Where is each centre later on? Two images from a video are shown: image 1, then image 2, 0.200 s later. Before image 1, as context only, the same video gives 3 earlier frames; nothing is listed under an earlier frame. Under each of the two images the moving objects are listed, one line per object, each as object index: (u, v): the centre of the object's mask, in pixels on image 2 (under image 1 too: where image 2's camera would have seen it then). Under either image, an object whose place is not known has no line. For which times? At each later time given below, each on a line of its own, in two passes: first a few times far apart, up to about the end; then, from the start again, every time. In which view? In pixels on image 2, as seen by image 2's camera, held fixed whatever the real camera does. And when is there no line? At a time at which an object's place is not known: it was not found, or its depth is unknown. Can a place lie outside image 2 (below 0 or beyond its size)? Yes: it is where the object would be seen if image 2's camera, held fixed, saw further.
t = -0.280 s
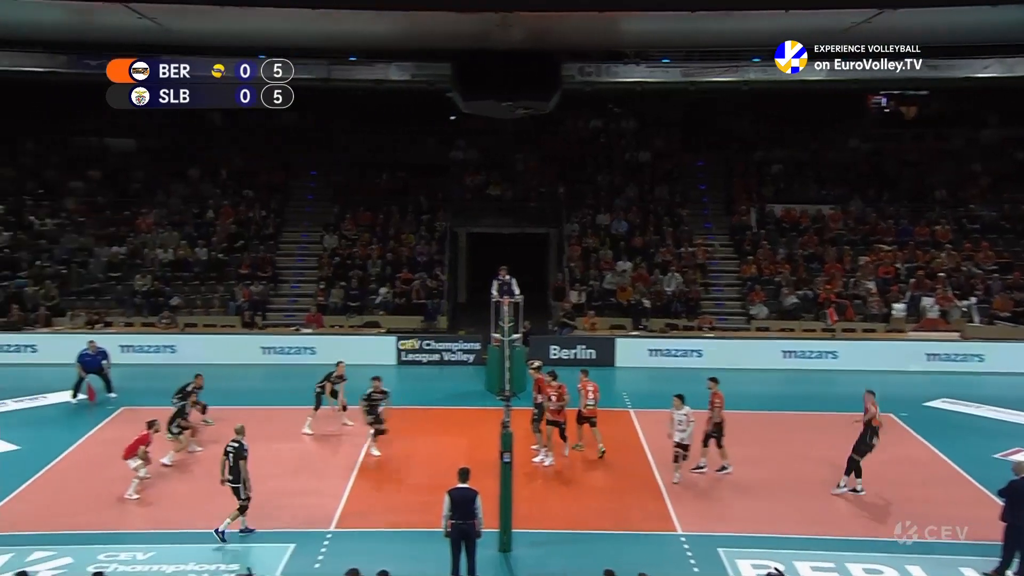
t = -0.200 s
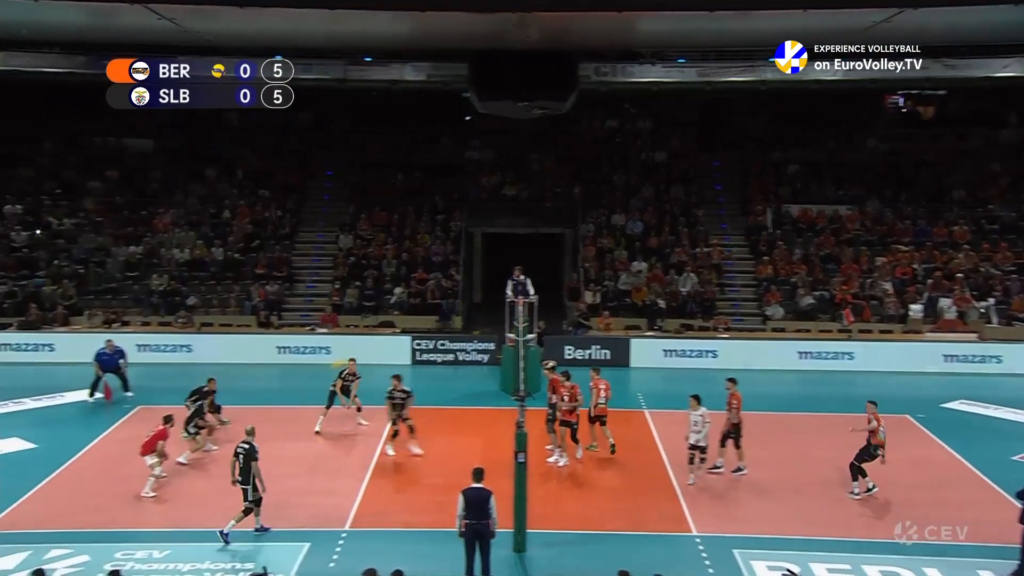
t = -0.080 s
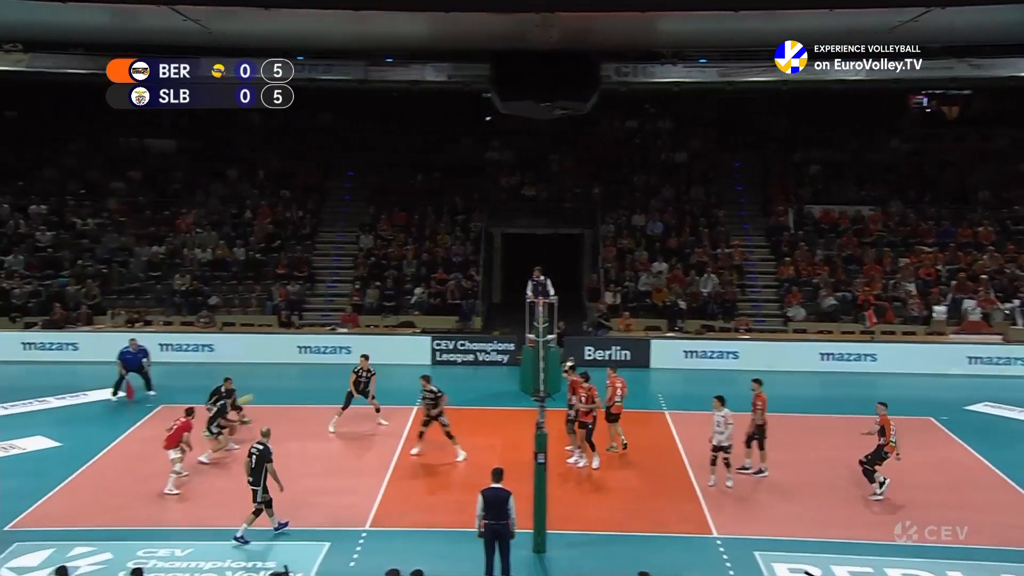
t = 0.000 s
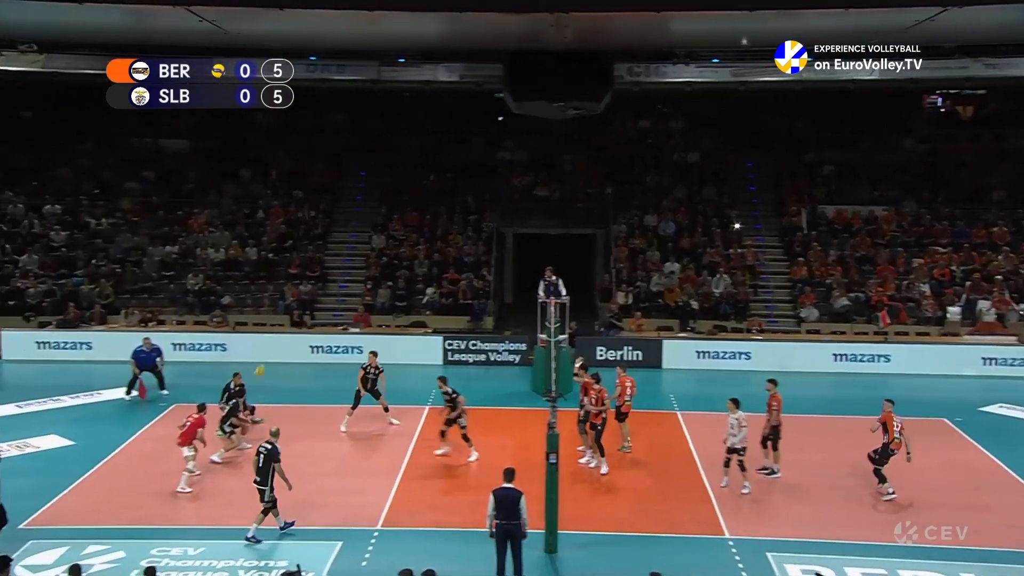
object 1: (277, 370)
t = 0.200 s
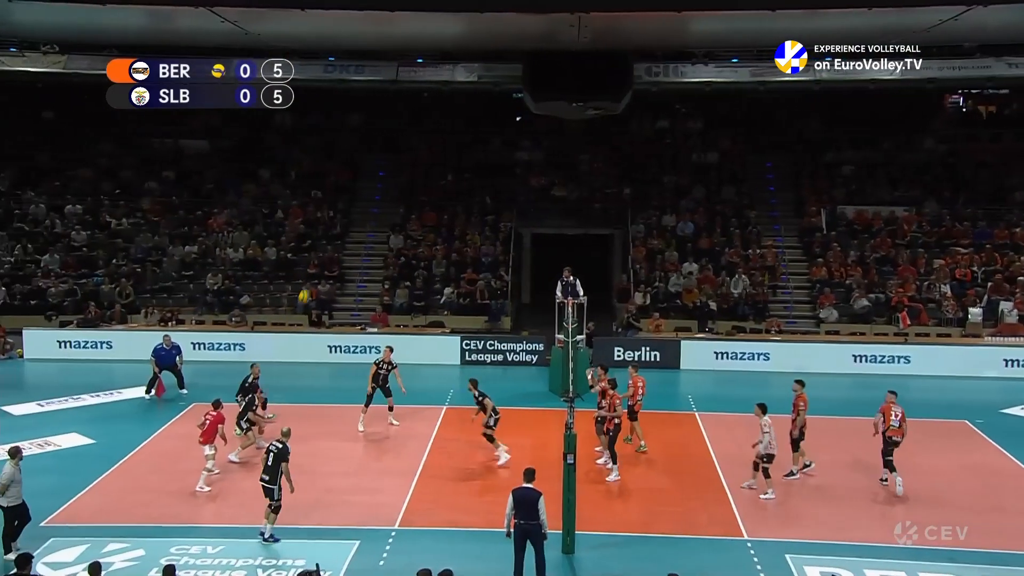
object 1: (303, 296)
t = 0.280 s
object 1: (313, 271)
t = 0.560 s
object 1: (345, 204)
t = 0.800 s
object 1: (370, 174)
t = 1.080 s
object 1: (398, 172)
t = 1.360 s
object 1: (426, 208)
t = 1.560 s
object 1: (447, 255)
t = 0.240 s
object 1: (309, 283)
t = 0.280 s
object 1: (313, 271)
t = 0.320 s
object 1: (318, 259)
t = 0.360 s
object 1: (323, 249)
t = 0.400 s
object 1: (327, 238)
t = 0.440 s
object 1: (332, 228)
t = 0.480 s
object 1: (336, 219)
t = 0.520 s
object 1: (341, 211)
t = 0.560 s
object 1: (345, 204)
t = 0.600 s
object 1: (349, 197)
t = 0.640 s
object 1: (354, 191)
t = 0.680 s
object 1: (358, 185)
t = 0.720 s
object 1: (362, 181)
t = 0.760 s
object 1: (366, 177)
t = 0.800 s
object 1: (370, 174)
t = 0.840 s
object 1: (374, 171)
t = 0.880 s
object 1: (378, 170)
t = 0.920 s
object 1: (382, 169)
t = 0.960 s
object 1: (386, 168)
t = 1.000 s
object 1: (390, 169)
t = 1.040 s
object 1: (394, 170)
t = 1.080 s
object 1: (398, 172)
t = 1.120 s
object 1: (402, 175)
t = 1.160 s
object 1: (406, 179)
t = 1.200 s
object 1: (410, 183)
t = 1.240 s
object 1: (414, 188)
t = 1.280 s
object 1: (418, 194)
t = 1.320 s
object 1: (422, 201)
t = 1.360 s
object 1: (426, 208)
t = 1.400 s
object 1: (430, 216)
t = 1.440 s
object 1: (433, 225)
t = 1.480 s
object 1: (438, 234)
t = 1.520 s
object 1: (442, 244)
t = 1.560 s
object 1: (447, 255)
